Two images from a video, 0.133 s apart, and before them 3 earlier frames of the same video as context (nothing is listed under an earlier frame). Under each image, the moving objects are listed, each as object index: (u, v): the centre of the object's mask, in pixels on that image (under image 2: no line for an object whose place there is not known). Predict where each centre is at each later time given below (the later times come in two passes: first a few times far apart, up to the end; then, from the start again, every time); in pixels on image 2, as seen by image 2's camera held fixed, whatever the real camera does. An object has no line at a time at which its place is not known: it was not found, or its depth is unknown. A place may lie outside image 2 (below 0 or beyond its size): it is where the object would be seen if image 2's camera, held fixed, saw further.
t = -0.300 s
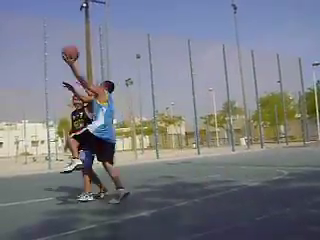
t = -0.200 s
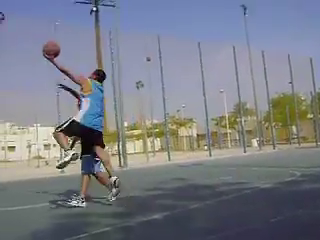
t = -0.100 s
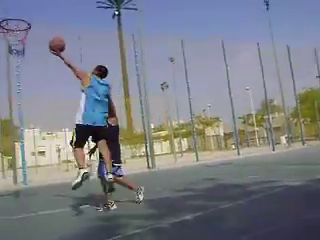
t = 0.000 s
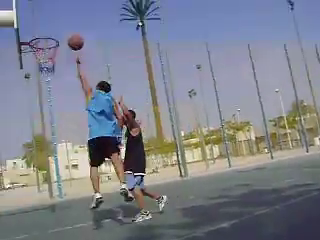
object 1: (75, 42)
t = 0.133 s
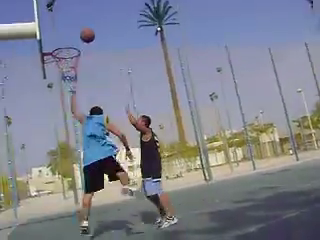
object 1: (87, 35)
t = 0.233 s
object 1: (82, 31)
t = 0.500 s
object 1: (69, 43)
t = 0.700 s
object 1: (64, 80)
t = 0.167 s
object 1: (85, 32)
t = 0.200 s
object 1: (83, 32)
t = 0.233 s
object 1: (82, 31)
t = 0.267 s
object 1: (80, 29)
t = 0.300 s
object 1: (78, 30)
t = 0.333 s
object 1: (77, 31)
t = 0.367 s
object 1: (75, 32)
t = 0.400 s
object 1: (74, 34)
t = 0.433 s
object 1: (72, 36)
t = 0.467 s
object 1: (71, 40)
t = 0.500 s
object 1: (69, 43)
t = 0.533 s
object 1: (68, 47)
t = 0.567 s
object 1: (67, 53)
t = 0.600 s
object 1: (67, 59)
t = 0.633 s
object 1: (64, 66)
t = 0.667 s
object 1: (64, 73)
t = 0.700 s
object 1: (64, 80)
